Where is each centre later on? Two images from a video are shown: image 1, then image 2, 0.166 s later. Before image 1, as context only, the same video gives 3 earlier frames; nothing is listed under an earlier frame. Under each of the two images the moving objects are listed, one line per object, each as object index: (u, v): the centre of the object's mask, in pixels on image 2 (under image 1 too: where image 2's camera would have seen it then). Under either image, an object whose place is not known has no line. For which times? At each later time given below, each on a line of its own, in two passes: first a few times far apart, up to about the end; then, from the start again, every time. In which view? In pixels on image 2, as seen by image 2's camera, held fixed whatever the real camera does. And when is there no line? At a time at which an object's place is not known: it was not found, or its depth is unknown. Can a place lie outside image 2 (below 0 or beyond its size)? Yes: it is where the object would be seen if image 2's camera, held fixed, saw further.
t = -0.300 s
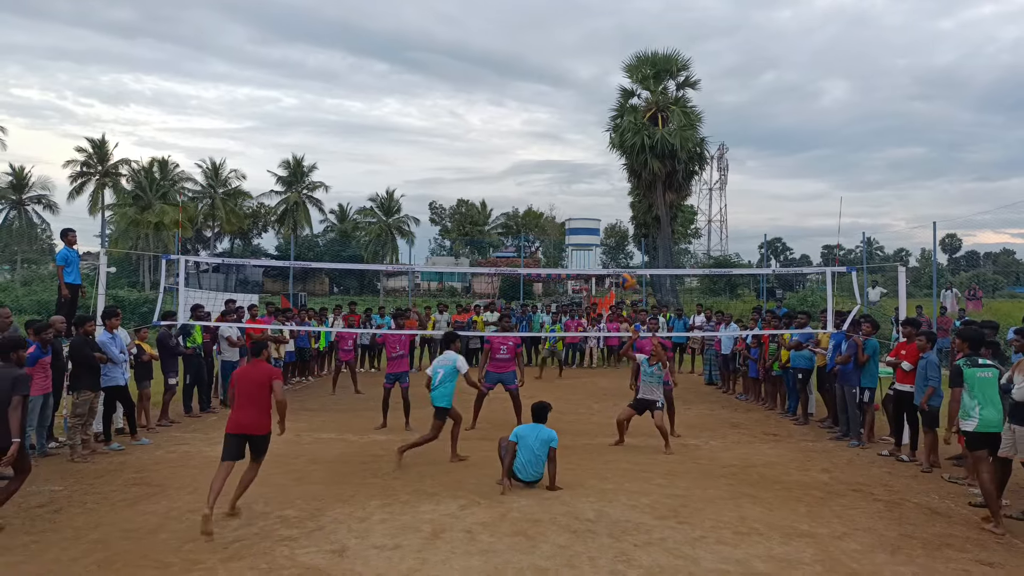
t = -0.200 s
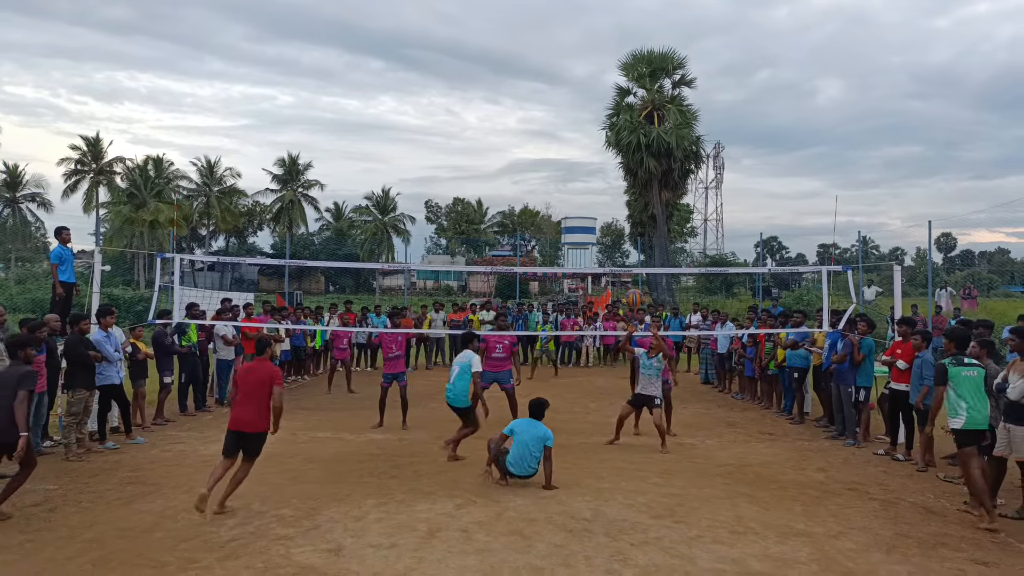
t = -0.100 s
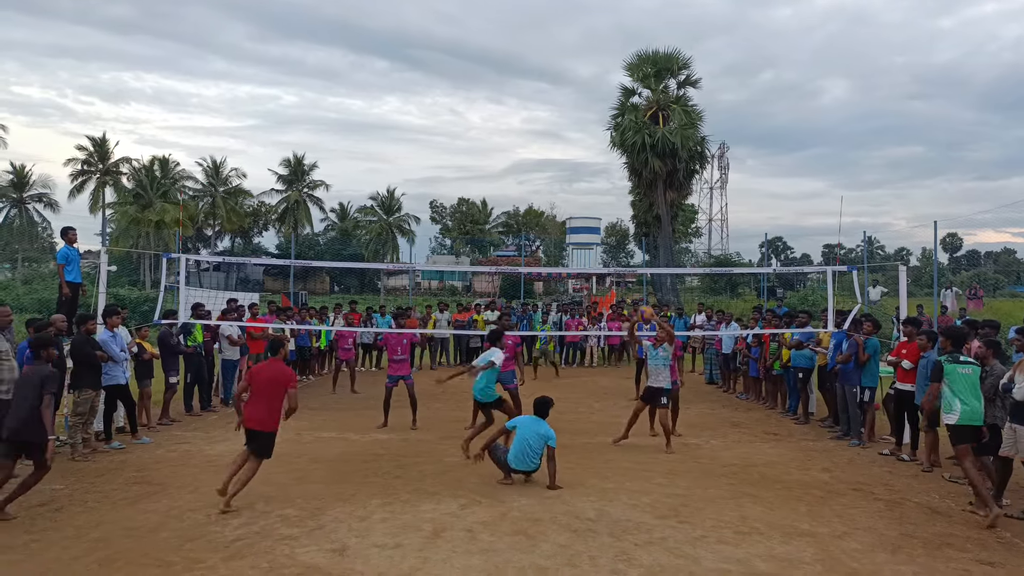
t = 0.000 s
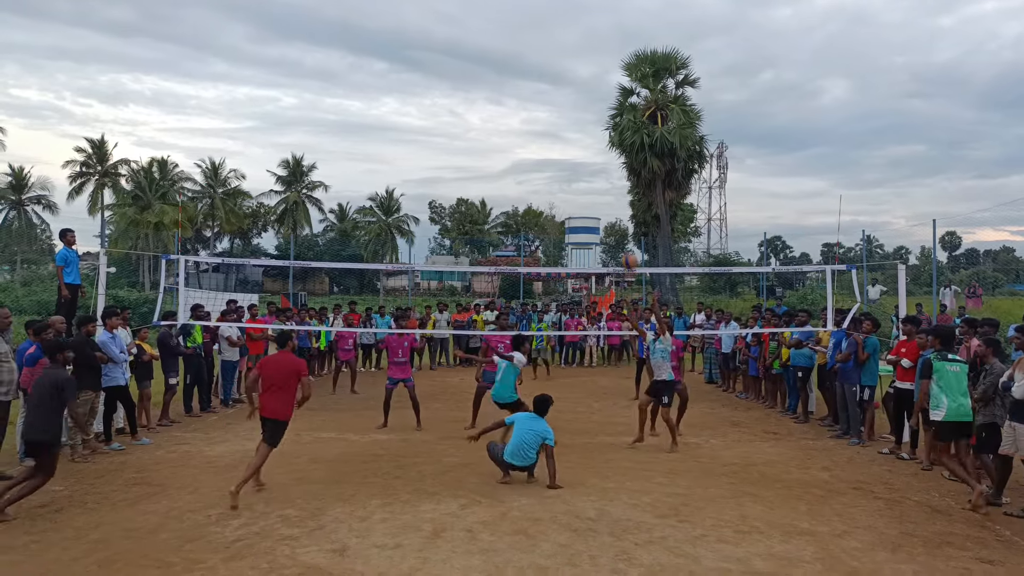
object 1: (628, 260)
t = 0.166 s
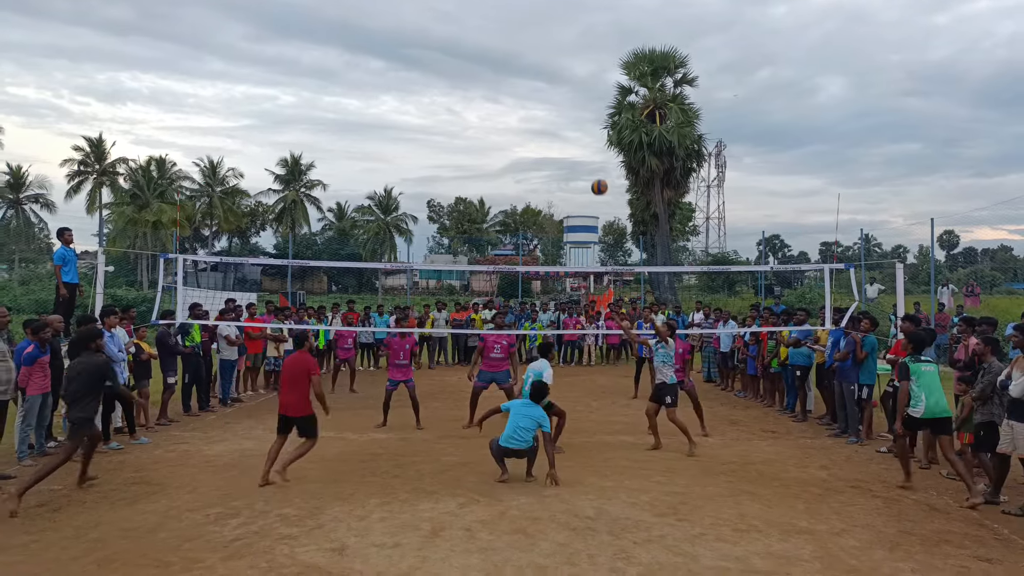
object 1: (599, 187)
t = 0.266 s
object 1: (582, 154)
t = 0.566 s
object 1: (531, 103)
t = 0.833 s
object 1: (486, 115)
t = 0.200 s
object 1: (594, 175)
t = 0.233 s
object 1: (588, 164)
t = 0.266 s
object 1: (582, 154)
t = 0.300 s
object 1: (576, 145)
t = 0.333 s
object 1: (570, 137)
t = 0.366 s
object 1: (565, 129)
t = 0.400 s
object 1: (559, 123)
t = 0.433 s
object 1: (554, 117)
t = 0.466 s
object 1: (548, 112)
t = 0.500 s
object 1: (543, 108)
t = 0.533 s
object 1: (537, 105)
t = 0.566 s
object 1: (531, 103)
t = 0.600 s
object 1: (526, 101)
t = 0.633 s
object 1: (520, 100)
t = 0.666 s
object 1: (514, 101)
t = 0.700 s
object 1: (508, 102)
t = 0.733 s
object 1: (504, 104)
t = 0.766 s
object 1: (499, 107)
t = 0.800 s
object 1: (492, 110)
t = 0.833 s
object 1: (486, 115)
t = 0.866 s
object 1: (481, 120)
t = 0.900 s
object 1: (476, 126)
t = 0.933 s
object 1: (470, 133)
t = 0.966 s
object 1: (464, 141)
